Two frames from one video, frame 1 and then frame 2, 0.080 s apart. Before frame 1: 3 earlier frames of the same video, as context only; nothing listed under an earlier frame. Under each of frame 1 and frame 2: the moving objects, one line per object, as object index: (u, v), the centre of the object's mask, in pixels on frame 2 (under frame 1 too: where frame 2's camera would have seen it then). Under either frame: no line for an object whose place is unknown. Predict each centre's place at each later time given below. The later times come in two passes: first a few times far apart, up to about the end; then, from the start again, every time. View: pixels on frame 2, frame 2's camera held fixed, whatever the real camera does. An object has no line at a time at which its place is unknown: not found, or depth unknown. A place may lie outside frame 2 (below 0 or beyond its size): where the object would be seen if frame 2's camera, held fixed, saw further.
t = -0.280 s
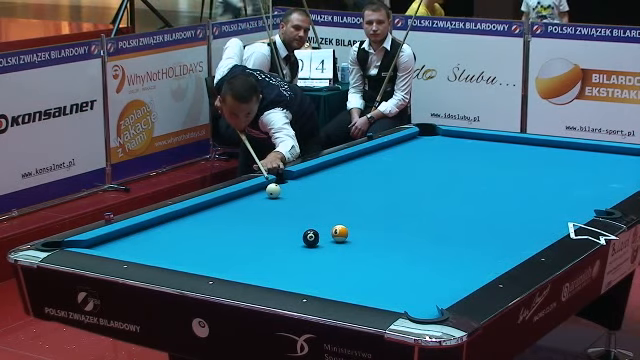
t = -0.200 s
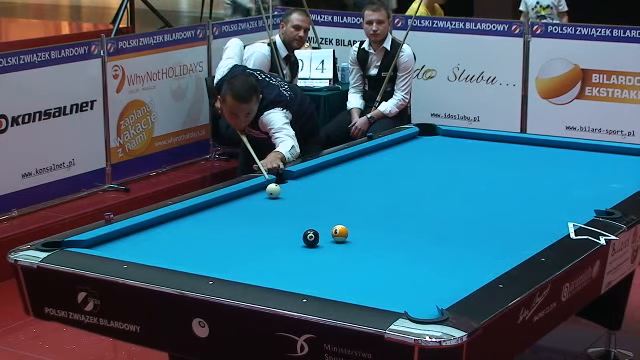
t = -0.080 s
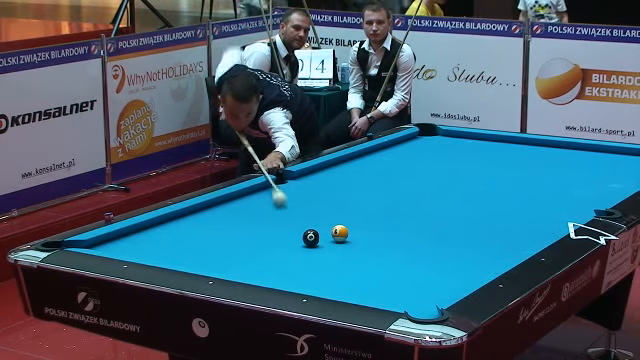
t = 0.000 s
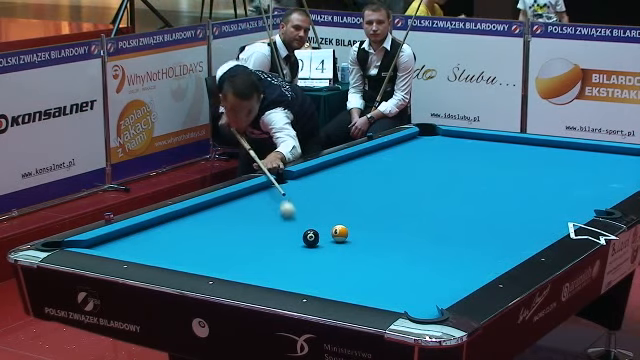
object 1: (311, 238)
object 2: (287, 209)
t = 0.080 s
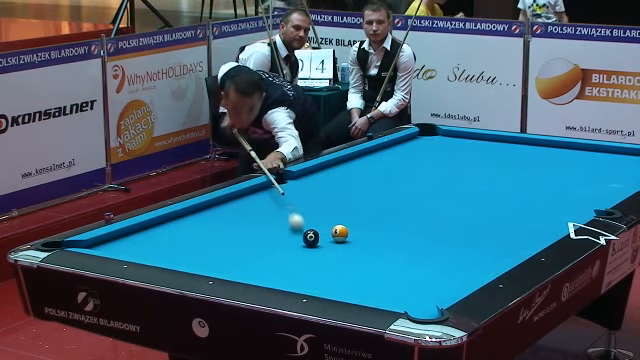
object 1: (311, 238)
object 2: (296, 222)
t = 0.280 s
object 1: (345, 259)
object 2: (289, 238)
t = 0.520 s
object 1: (401, 292)
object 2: (270, 251)
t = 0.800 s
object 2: (249, 267)
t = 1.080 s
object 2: (250, 271)
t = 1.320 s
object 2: (271, 267)
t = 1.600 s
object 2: (295, 261)
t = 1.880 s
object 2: (316, 255)
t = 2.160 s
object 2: (335, 251)
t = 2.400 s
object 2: (350, 246)
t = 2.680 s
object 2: (366, 242)
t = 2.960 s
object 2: (380, 238)
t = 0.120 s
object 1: (311, 238)
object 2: (300, 227)
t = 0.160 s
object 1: (314, 239)
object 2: (301, 233)
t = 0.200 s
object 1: (325, 246)
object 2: (297, 235)
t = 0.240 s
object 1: (334, 252)
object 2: (292, 236)
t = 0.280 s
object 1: (345, 259)
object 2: (289, 238)
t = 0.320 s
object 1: (355, 264)
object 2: (285, 239)
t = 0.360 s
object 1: (364, 270)
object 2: (282, 242)
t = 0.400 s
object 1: (374, 276)
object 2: (279, 244)
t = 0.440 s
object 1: (383, 282)
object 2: (276, 246)
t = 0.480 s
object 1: (392, 287)
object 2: (273, 249)
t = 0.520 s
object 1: (401, 292)
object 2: (270, 251)
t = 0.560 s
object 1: (410, 297)
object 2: (267, 253)
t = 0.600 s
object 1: (420, 303)
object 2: (264, 256)
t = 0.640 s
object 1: (425, 308)
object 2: (261, 258)
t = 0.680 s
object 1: (421, 311)
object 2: (258, 261)
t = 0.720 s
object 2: (254, 263)
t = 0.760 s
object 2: (252, 265)
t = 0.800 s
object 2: (249, 267)
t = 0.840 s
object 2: (246, 269)
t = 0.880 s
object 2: (243, 270)
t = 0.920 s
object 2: (240, 271)
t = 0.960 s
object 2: (240, 272)
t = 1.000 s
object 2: (243, 271)
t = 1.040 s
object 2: (247, 271)
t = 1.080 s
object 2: (250, 271)
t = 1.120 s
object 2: (254, 270)
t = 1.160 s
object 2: (258, 270)
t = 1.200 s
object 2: (261, 270)
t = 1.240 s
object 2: (265, 269)
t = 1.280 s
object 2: (268, 268)
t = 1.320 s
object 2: (271, 267)
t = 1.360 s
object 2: (275, 266)
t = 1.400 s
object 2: (279, 265)
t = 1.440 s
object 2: (282, 264)
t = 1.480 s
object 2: (285, 264)
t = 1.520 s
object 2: (289, 263)
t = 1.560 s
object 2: (292, 262)
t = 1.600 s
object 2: (295, 261)
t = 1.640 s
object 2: (298, 260)
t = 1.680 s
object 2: (301, 259)
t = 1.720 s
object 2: (304, 259)
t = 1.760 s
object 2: (307, 258)
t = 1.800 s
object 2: (310, 256)
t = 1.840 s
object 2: (312, 256)
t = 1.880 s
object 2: (316, 255)
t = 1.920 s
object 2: (319, 254)
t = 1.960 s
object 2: (322, 254)
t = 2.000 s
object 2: (324, 253)
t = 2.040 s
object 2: (326, 252)
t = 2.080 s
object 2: (329, 252)
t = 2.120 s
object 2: (332, 251)
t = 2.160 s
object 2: (335, 251)
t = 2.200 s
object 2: (337, 250)
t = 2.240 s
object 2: (340, 249)
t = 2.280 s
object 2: (342, 249)
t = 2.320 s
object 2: (345, 248)
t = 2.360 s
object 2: (348, 247)
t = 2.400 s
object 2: (350, 246)
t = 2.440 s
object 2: (352, 246)
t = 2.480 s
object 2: (355, 245)
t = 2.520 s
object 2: (357, 244)
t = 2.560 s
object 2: (360, 244)
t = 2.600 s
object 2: (362, 243)
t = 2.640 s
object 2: (364, 242)
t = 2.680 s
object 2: (366, 242)
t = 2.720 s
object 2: (368, 241)
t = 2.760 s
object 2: (370, 241)
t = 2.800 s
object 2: (372, 240)
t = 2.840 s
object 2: (374, 240)
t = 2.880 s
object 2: (376, 239)
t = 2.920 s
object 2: (378, 238)
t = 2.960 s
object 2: (380, 238)
